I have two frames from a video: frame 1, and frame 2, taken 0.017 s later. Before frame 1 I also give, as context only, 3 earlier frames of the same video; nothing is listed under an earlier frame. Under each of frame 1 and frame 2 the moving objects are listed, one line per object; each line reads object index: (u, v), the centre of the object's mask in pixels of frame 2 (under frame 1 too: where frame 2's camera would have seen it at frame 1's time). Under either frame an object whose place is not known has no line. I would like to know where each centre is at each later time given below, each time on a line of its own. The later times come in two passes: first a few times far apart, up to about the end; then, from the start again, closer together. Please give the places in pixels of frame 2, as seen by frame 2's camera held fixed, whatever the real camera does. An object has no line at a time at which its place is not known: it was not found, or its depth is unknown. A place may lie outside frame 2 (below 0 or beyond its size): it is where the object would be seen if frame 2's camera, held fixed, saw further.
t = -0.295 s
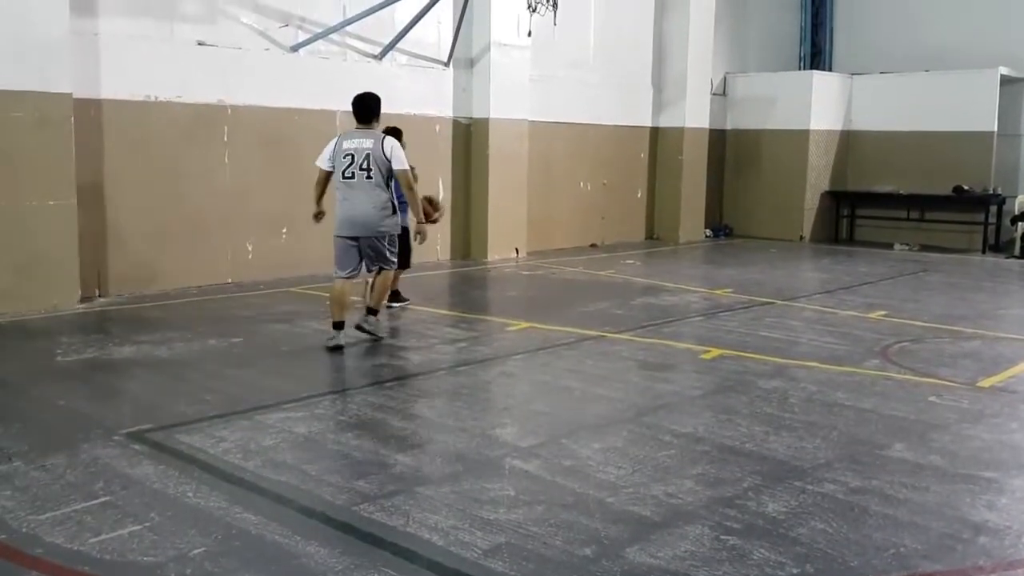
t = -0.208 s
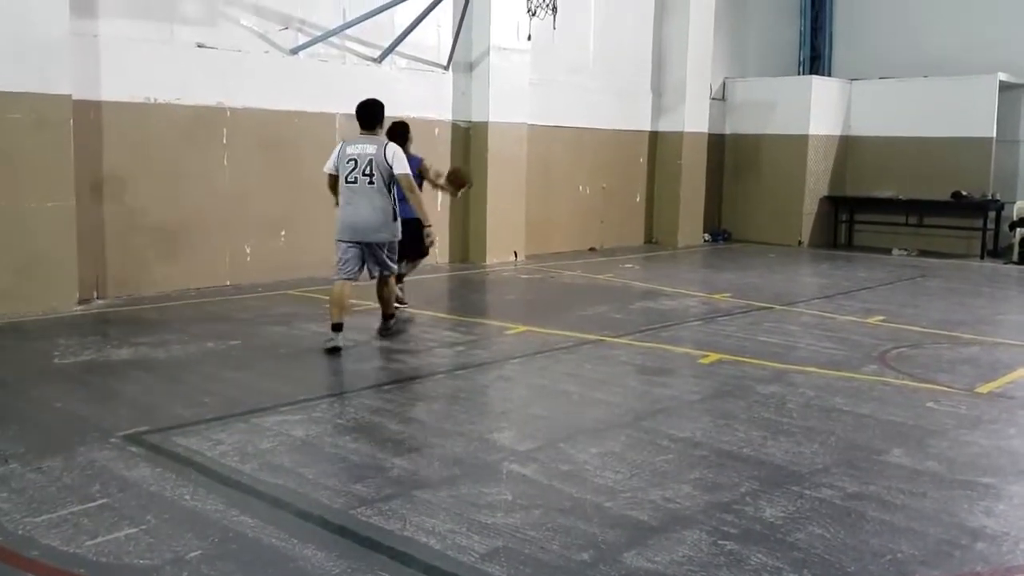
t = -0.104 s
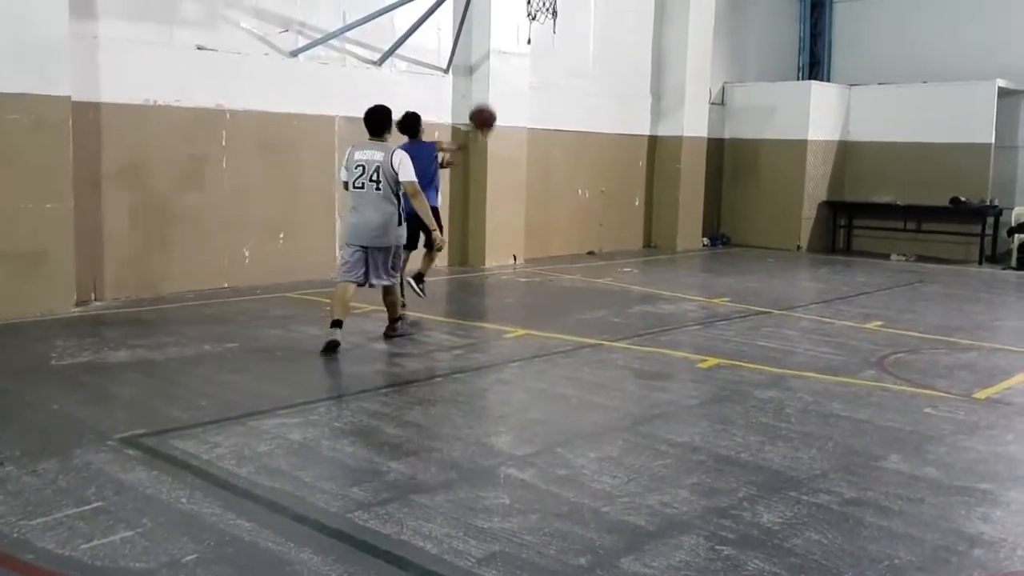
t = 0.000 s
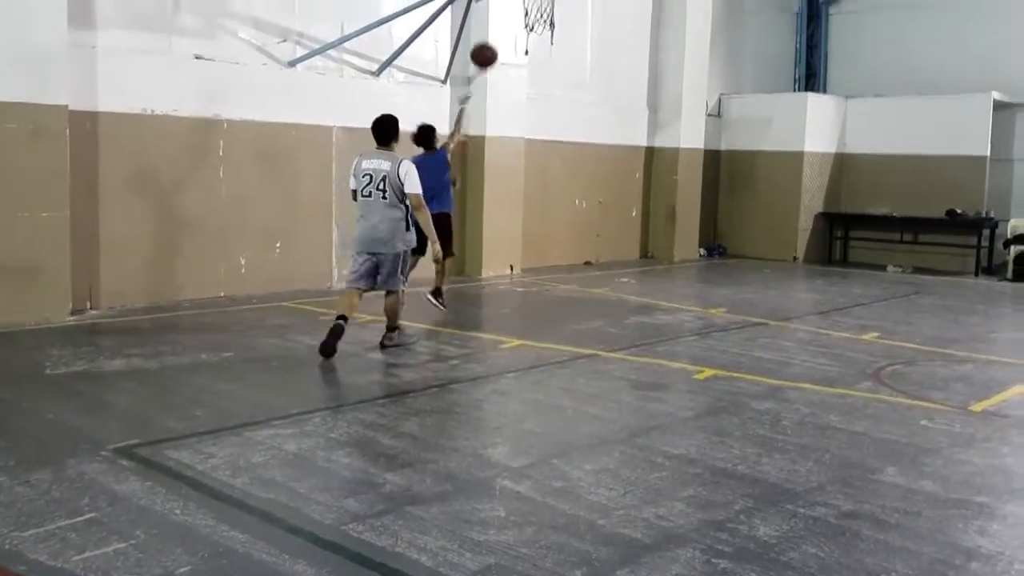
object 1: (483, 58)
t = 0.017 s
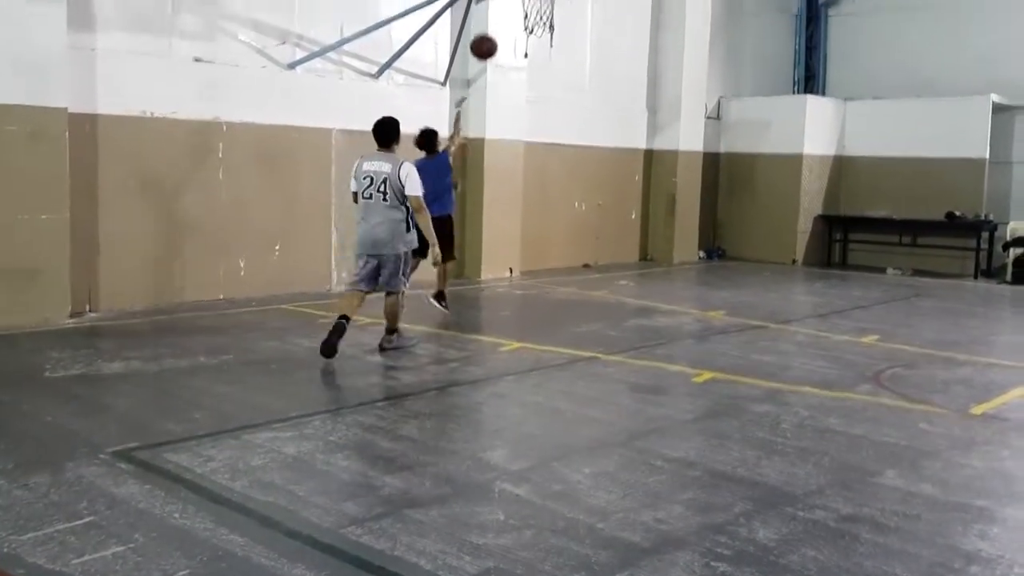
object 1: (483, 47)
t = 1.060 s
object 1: (537, 23)
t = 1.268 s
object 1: (544, 84)
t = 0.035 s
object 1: (484, 36)
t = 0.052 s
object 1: (484, 26)
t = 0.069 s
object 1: (485, 16)
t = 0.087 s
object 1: (485, 7)
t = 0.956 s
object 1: (536, 3)
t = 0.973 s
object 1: (536, 7)
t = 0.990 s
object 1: (536, 11)
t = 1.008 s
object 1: (536, 15)
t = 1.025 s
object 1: (537, 17)
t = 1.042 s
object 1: (537, 20)
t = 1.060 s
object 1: (537, 23)
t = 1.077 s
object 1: (538, 30)
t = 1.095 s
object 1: (539, 33)
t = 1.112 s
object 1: (539, 37)
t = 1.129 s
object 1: (540, 41)
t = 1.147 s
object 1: (541, 45)
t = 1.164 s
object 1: (541, 49)
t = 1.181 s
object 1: (542, 55)
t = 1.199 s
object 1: (542, 60)
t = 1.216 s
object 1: (543, 65)
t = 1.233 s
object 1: (543, 71)
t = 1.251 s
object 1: (544, 78)
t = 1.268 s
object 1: (544, 84)
